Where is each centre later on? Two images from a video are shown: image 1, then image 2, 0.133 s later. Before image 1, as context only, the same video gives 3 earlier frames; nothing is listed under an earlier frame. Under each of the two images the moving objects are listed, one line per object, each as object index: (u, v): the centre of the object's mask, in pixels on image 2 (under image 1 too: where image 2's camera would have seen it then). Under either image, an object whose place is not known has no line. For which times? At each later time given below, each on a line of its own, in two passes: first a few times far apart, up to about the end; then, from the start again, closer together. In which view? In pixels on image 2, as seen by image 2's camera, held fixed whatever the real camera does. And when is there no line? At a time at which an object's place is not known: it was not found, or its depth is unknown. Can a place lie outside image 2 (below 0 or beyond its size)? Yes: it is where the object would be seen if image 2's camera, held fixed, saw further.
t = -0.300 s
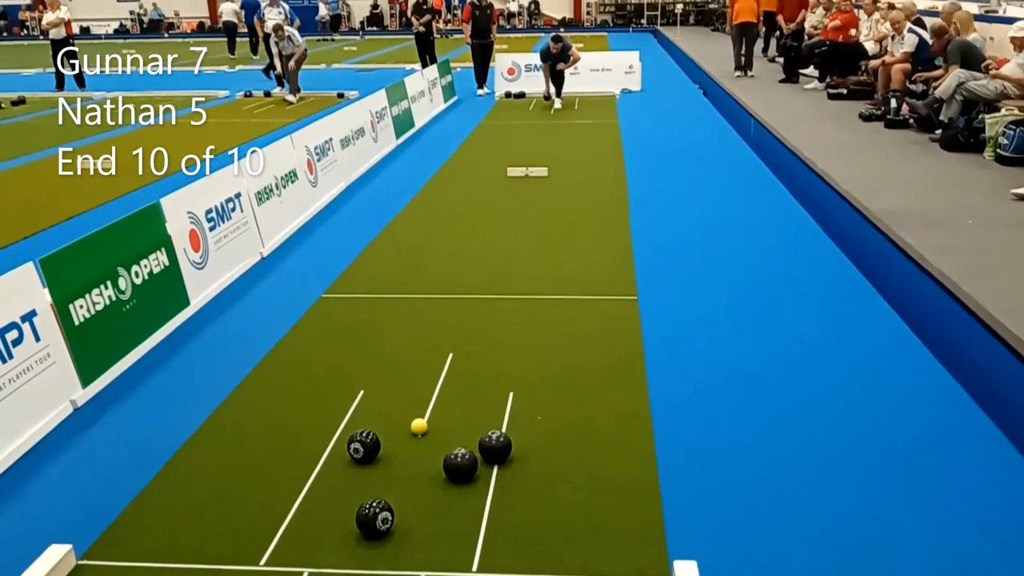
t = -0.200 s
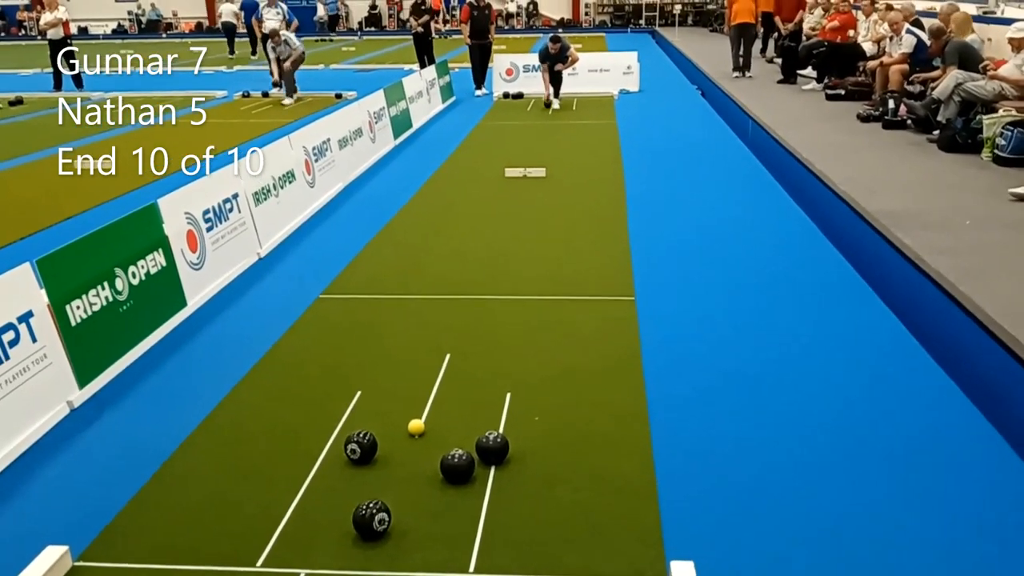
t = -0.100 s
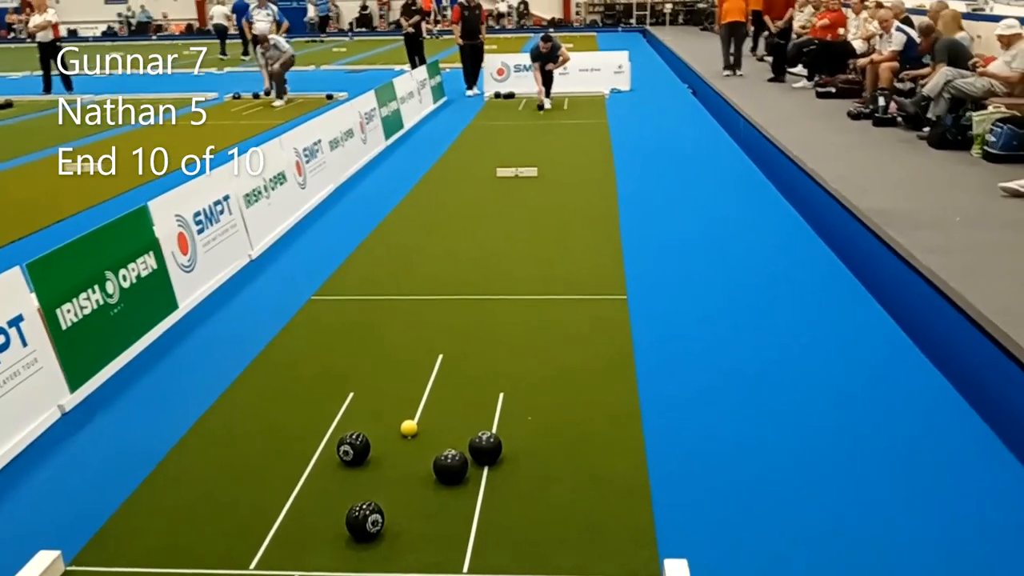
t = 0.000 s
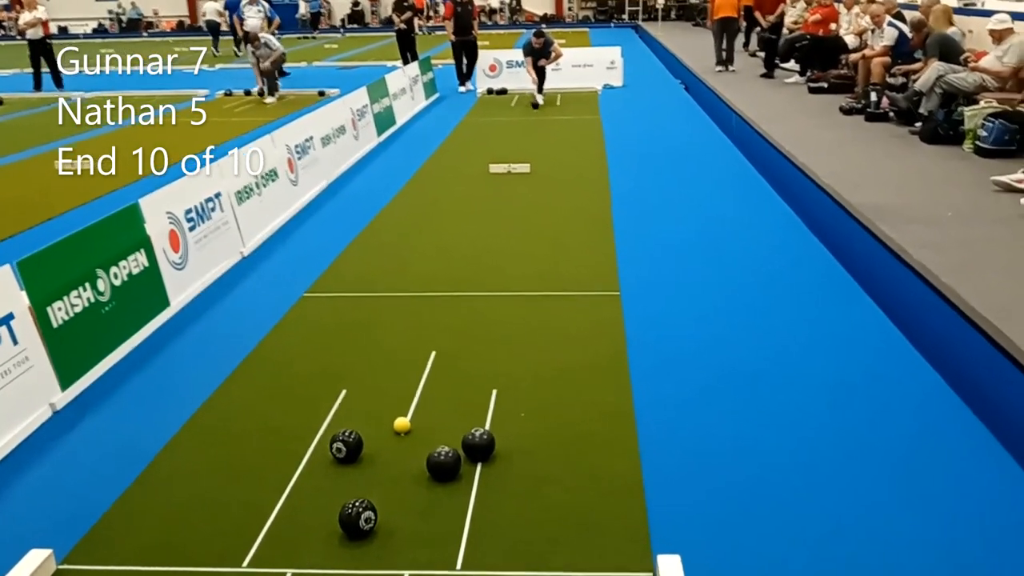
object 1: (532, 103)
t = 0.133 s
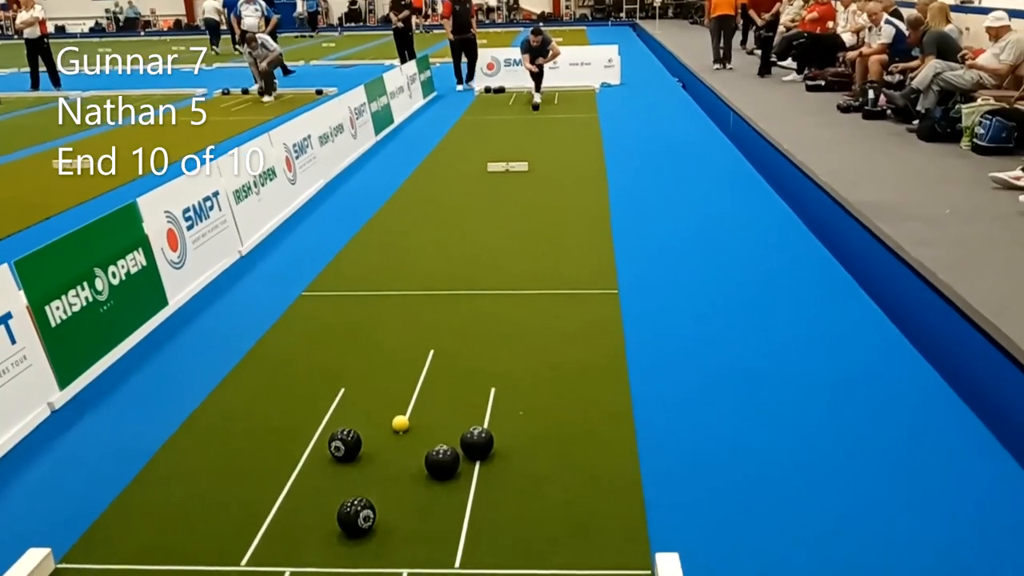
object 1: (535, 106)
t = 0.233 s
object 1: (537, 108)
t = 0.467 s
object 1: (540, 114)
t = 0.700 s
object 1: (544, 119)
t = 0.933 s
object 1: (548, 125)
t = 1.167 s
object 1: (551, 131)
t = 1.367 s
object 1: (553, 137)
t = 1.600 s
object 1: (556, 144)
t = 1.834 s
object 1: (558, 151)
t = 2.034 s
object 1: (559, 158)
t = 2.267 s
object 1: (561, 167)
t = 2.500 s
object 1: (562, 175)
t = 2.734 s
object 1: (563, 185)
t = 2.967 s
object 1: (563, 194)
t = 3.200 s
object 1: (563, 204)
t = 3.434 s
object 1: (562, 215)
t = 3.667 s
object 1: (561, 226)
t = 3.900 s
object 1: (559, 238)
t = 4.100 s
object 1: (556, 248)
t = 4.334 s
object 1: (552, 260)
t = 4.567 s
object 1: (548, 271)
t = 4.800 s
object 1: (543, 285)
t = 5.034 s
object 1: (536, 298)
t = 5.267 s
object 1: (528, 312)
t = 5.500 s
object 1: (519, 326)
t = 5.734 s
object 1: (510, 340)
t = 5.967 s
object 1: (500, 353)
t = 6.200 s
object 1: (489, 367)
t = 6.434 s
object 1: (477, 380)
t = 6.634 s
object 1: (467, 391)
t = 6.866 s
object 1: (454, 402)
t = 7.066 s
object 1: (443, 412)
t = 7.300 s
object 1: (431, 421)
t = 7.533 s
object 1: (419, 428)
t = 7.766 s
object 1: (410, 434)
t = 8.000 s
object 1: (401, 437)
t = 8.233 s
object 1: (396, 439)
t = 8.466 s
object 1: (394, 439)
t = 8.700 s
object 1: (393, 439)
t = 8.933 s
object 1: (393, 439)
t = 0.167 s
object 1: (536, 107)
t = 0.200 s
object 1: (536, 107)
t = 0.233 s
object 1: (537, 108)
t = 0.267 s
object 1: (537, 108)
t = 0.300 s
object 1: (538, 110)
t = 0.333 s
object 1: (538, 110)
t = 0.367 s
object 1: (539, 111)
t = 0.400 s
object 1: (539, 112)
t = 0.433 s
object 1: (540, 113)
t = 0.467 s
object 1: (540, 114)
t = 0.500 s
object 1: (541, 114)
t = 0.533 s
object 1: (542, 115)
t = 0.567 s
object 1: (542, 116)
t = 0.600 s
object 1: (543, 117)
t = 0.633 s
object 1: (543, 118)
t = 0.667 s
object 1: (544, 118)
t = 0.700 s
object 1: (544, 119)
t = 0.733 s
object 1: (545, 120)
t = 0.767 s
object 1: (545, 121)
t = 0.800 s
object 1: (546, 122)
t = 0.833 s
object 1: (546, 122)
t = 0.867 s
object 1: (546, 123)
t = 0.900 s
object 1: (547, 125)
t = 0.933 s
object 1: (548, 125)
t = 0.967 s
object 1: (548, 126)
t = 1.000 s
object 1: (548, 127)
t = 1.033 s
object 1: (549, 128)
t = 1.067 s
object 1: (549, 129)
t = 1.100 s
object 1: (550, 130)
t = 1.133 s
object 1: (550, 130)
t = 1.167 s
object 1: (551, 131)
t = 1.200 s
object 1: (551, 132)
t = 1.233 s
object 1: (551, 133)
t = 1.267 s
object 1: (552, 134)
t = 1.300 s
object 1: (552, 135)
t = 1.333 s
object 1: (553, 136)
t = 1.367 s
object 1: (553, 137)
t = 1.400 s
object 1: (553, 138)
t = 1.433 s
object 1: (554, 139)
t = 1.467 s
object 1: (554, 140)
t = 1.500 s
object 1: (554, 141)
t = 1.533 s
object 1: (555, 142)
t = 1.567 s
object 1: (555, 143)
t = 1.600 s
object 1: (556, 144)
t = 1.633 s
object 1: (556, 145)
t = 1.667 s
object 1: (556, 146)
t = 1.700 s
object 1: (557, 147)
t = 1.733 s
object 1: (557, 148)
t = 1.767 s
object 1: (557, 149)
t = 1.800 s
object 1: (557, 150)
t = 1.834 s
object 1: (558, 151)
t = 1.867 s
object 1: (558, 153)
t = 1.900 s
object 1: (558, 154)
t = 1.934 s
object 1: (558, 155)
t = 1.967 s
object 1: (559, 156)
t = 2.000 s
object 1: (559, 157)
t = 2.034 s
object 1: (559, 158)
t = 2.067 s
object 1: (559, 159)
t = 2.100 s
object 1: (560, 161)
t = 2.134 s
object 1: (560, 162)
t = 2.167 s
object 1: (560, 163)
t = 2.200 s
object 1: (560, 164)
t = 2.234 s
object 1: (561, 166)
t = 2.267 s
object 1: (561, 167)
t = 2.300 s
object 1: (561, 168)
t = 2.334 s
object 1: (561, 169)
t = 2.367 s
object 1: (562, 170)
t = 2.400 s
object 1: (562, 172)
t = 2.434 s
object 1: (562, 173)
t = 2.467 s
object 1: (562, 174)
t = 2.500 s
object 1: (562, 175)
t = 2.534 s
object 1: (562, 177)
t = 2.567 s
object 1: (563, 178)
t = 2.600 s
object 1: (563, 179)
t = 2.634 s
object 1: (563, 180)
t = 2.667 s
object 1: (563, 182)
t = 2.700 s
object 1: (563, 183)
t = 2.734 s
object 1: (563, 185)
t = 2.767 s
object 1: (563, 186)
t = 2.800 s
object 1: (563, 187)
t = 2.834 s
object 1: (563, 188)
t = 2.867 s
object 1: (564, 190)
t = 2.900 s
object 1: (563, 191)
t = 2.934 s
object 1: (563, 193)
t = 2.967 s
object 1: (563, 194)
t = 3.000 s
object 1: (563, 195)
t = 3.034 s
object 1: (563, 197)
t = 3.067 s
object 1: (563, 198)
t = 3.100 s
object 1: (563, 200)
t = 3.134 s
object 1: (563, 201)
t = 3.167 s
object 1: (563, 203)
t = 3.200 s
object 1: (563, 204)
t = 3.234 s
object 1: (563, 206)
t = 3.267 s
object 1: (563, 207)
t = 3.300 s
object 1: (563, 209)
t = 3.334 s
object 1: (563, 210)
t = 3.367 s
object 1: (563, 212)
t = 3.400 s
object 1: (562, 213)
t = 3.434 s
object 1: (562, 215)
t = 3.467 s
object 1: (562, 216)
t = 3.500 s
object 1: (562, 218)
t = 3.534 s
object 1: (562, 219)
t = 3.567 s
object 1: (562, 221)
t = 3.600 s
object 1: (561, 222)
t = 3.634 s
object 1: (561, 224)
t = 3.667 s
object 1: (561, 226)
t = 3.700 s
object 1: (560, 227)
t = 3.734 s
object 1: (560, 229)
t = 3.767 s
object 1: (560, 231)
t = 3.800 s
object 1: (560, 232)
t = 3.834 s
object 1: (559, 234)
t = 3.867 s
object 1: (559, 236)
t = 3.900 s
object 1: (559, 238)
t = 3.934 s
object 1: (558, 239)
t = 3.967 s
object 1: (558, 241)
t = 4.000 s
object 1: (557, 243)
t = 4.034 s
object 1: (557, 244)
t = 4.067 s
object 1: (557, 246)
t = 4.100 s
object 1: (556, 248)
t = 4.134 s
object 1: (556, 250)
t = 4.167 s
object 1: (555, 252)
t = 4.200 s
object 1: (555, 253)
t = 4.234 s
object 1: (554, 255)
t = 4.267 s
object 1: (553, 257)
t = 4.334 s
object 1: (552, 260)
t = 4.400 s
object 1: (552, 262)
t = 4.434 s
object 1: (551, 264)
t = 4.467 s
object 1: (550, 266)
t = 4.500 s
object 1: (550, 268)
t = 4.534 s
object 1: (549, 269)
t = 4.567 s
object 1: (548, 271)
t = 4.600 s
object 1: (547, 273)
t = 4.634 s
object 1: (547, 275)
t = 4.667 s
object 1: (546, 277)
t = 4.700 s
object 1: (545, 279)
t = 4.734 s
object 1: (545, 281)
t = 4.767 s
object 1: (544, 282)
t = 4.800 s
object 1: (543, 285)
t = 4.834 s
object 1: (542, 286)
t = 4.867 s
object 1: (541, 288)
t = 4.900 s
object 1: (540, 290)
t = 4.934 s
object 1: (539, 292)
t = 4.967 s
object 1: (538, 294)
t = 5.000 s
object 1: (537, 296)
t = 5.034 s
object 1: (536, 298)
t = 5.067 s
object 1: (535, 300)
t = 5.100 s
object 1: (534, 302)
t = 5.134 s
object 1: (533, 304)
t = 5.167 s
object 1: (532, 306)
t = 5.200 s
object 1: (530, 308)
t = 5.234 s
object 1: (529, 310)
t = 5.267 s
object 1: (528, 312)
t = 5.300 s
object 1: (527, 314)
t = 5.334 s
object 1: (525, 316)
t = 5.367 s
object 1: (524, 318)
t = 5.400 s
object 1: (523, 320)
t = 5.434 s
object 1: (522, 322)
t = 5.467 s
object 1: (521, 324)
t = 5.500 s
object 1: (519, 326)
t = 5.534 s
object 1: (518, 328)
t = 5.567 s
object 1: (517, 330)
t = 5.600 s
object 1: (515, 332)
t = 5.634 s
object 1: (514, 334)
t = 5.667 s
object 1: (512, 336)
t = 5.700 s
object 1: (511, 338)
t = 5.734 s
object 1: (510, 340)
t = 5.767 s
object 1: (508, 342)
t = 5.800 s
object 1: (507, 344)
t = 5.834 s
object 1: (505, 346)
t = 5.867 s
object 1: (504, 348)
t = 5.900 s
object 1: (503, 350)
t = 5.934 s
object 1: (501, 352)
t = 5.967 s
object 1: (500, 353)
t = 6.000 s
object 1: (498, 356)
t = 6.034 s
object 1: (497, 358)
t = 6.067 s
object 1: (495, 360)
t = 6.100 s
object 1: (494, 362)
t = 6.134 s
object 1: (492, 364)
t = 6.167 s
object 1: (491, 365)
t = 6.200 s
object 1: (489, 367)
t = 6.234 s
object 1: (487, 369)
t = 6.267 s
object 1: (486, 371)
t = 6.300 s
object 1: (484, 373)
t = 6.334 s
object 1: (482, 375)
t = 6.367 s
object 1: (481, 377)
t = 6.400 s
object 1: (479, 378)
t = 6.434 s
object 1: (477, 380)
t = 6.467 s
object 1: (476, 382)
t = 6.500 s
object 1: (474, 384)
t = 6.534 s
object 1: (472, 386)
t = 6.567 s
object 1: (470, 387)
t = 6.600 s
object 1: (468, 389)
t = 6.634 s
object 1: (467, 391)
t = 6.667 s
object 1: (465, 393)
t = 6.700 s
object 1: (463, 394)
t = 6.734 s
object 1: (461, 396)
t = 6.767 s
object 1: (459, 398)
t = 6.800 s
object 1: (458, 399)
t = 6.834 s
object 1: (456, 401)
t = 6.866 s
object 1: (454, 402)
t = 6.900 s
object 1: (453, 404)
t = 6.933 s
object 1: (451, 406)
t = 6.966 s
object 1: (449, 407)
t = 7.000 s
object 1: (447, 409)
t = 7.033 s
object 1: (445, 410)
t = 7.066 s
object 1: (443, 412)
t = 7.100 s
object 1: (442, 413)
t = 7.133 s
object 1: (440, 414)
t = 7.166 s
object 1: (438, 416)
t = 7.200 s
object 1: (436, 417)
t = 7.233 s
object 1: (435, 418)
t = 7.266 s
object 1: (432, 420)
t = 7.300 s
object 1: (431, 421)
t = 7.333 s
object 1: (429, 422)
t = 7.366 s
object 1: (427, 423)
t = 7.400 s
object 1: (426, 424)
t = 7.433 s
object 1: (424, 425)
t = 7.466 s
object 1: (423, 426)
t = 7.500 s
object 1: (421, 427)
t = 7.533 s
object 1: (419, 428)
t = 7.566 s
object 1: (418, 429)
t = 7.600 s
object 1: (416, 430)
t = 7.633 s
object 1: (415, 431)
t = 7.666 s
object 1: (414, 431)
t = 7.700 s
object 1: (412, 432)
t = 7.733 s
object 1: (411, 433)
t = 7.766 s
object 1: (410, 434)
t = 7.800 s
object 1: (408, 434)
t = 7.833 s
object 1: (407, 435)
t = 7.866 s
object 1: (406, 436)
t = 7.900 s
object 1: (404, 436)
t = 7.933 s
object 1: (403, 437)
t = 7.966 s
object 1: (402, 437)
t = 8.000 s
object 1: (401, 437)
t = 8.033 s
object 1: (400, 438)
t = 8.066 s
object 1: (400, 438)
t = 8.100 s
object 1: (399, 438)
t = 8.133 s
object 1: (398, 438)
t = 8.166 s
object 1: (397, 439)
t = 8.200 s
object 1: (397, 439)
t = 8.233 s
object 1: (396, 439)
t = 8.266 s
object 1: (396, 439)
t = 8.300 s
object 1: (396, 439)
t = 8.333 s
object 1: (395, 439)
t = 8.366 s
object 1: (395, 439)
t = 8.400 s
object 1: (395, 439)
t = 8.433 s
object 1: (394, 439)
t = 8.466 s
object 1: (394, 439)
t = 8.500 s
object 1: (394, 439)
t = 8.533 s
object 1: (394, 439)
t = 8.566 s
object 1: (393, 439)
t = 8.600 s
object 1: (393, 439)
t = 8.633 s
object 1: (393, 439)
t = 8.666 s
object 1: (393, 439)
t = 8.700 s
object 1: (393, 439)
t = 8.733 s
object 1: (393, 439)
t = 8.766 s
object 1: (393, 439)
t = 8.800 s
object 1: (393, 439)
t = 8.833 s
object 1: (393, 439)
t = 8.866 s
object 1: (393, 439)
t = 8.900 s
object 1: (392, 439)
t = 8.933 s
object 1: (393, 439)
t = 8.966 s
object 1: (392, 439)
